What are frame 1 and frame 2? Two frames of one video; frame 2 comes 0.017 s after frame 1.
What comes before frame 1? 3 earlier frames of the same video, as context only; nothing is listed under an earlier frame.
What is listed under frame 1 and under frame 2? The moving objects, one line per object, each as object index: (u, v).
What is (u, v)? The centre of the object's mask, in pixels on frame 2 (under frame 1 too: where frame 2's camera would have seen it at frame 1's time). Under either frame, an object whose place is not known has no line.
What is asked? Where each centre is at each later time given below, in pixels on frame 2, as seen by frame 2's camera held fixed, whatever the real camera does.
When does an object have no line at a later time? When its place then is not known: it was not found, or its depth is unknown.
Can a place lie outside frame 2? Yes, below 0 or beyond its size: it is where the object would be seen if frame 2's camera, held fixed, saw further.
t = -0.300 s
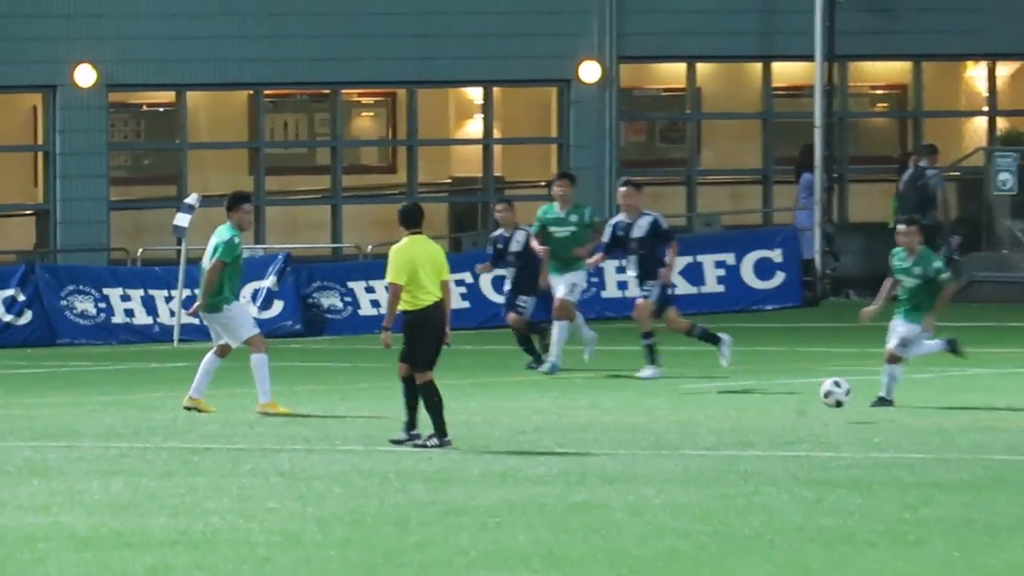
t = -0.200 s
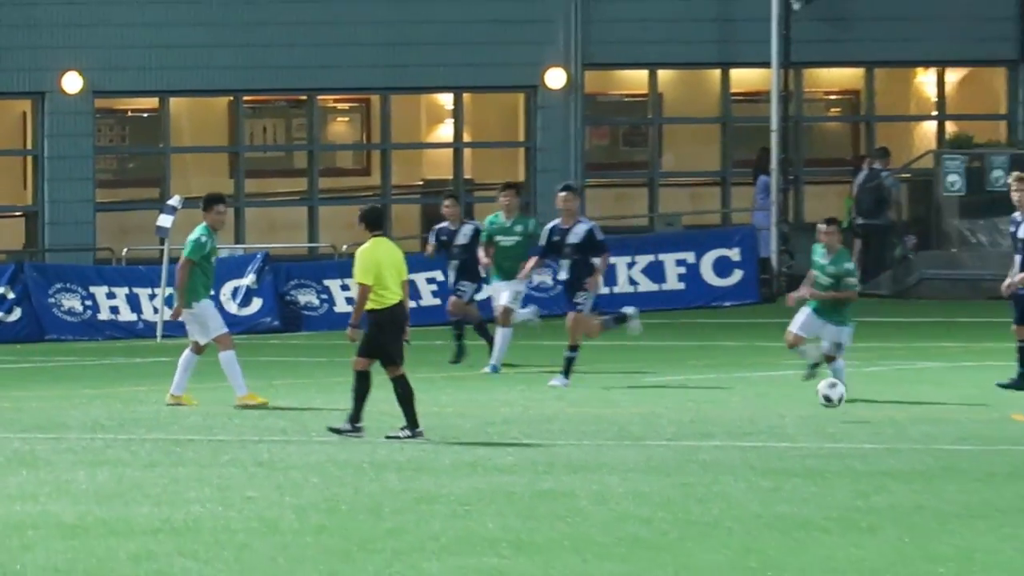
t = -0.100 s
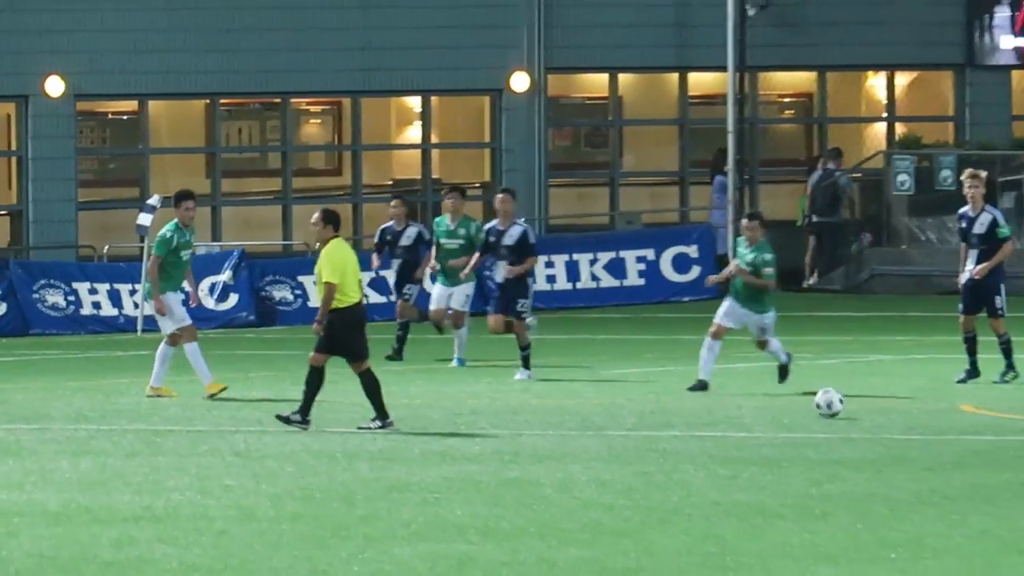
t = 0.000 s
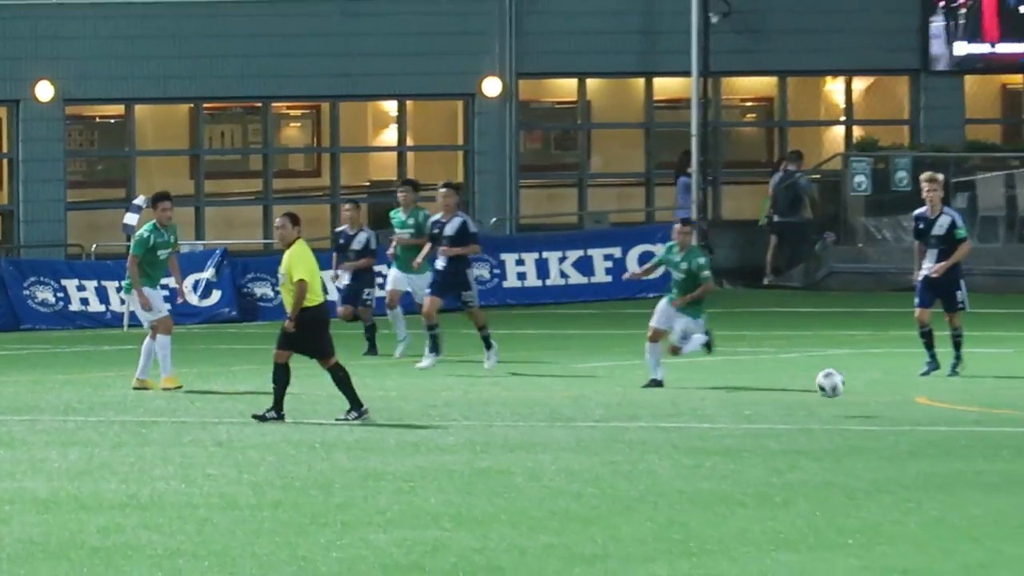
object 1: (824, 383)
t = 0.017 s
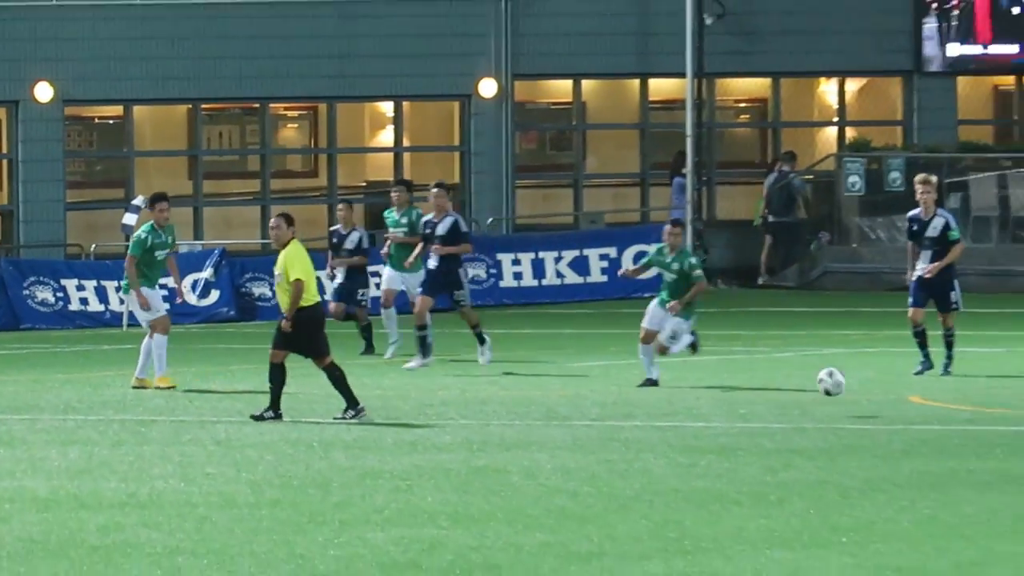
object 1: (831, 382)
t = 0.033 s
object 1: (838, 381)
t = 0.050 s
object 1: (845, 382)
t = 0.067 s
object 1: (853, 384)
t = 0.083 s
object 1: (860, 386)
